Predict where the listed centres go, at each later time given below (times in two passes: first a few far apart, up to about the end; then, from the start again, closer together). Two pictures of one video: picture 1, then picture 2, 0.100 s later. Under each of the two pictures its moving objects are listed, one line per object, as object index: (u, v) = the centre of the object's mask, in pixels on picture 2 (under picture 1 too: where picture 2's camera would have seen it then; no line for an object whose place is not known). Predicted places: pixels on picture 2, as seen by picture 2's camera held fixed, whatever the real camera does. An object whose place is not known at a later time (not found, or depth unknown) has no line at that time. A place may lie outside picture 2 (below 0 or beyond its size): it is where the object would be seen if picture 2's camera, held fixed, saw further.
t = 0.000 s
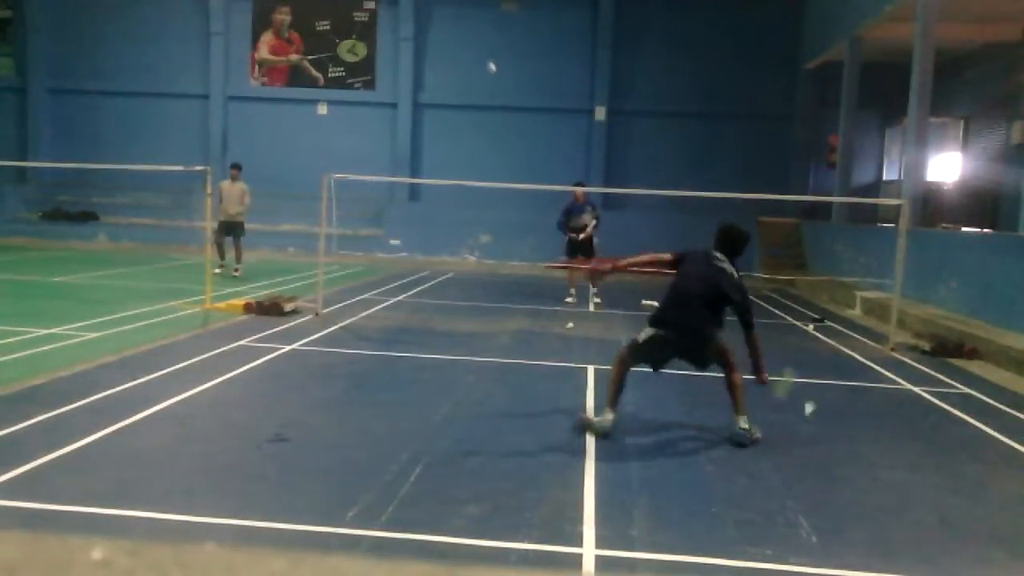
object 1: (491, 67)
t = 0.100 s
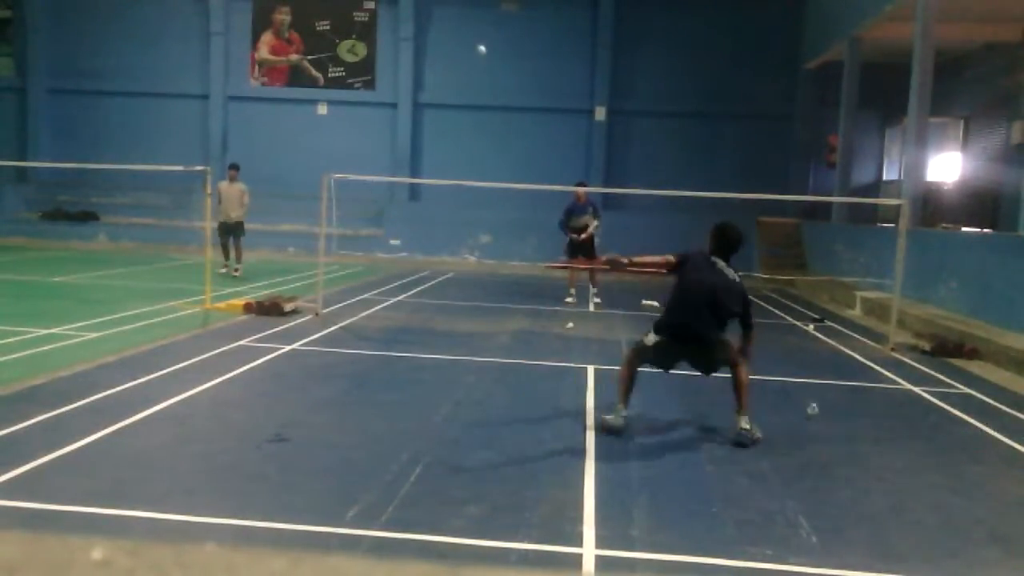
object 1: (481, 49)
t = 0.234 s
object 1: (464, 42)
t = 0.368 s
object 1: (449, 56)
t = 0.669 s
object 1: (408, 167)
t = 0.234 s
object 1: (464, 42)
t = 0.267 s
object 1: (460, 43)
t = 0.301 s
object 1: (457, 46)
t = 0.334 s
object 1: (453, 50)
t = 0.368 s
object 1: (449, 56)
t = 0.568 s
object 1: (421, 118)
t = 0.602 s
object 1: (417, 133)
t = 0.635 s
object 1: (412, 151)
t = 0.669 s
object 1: (408, 167)
